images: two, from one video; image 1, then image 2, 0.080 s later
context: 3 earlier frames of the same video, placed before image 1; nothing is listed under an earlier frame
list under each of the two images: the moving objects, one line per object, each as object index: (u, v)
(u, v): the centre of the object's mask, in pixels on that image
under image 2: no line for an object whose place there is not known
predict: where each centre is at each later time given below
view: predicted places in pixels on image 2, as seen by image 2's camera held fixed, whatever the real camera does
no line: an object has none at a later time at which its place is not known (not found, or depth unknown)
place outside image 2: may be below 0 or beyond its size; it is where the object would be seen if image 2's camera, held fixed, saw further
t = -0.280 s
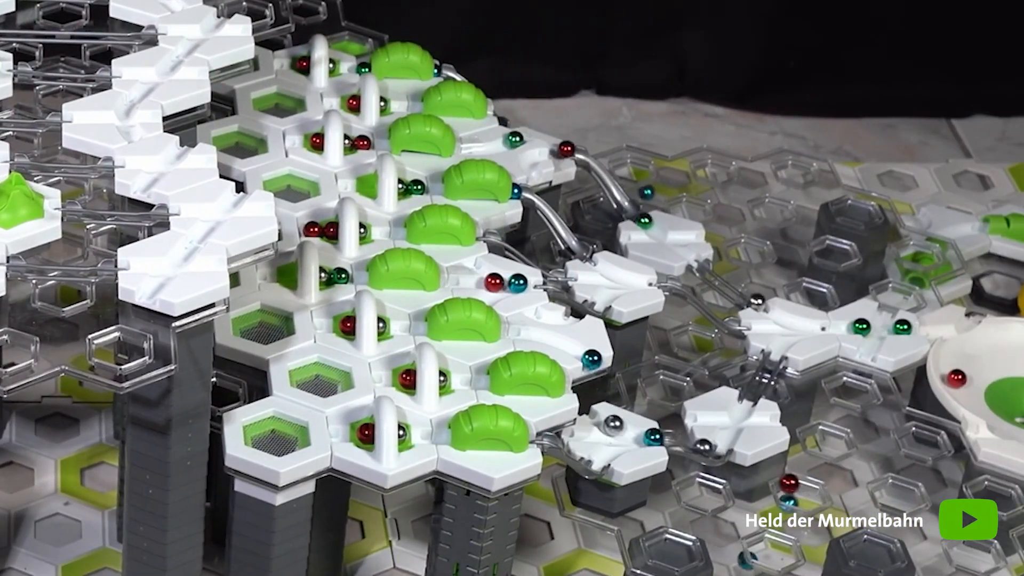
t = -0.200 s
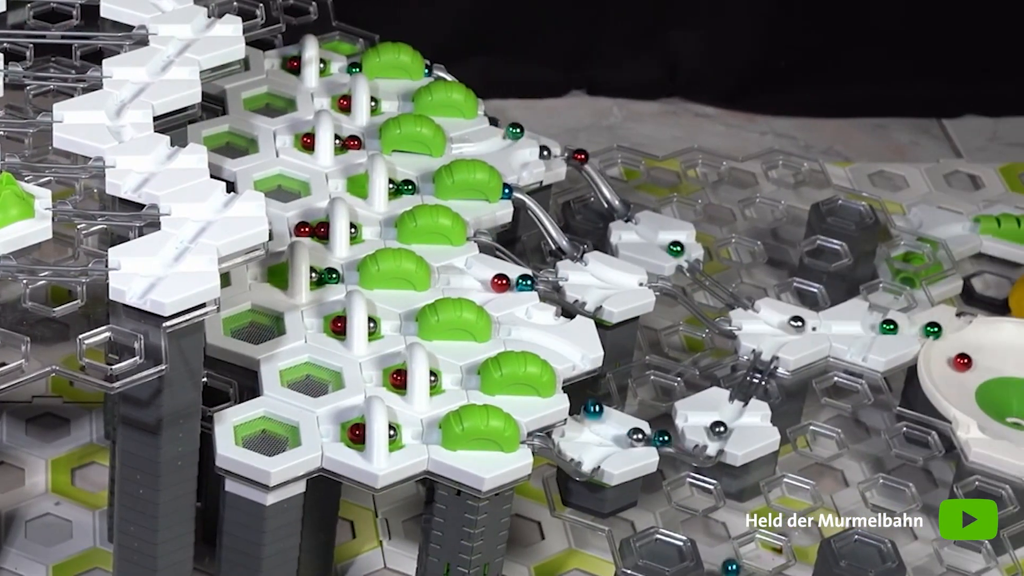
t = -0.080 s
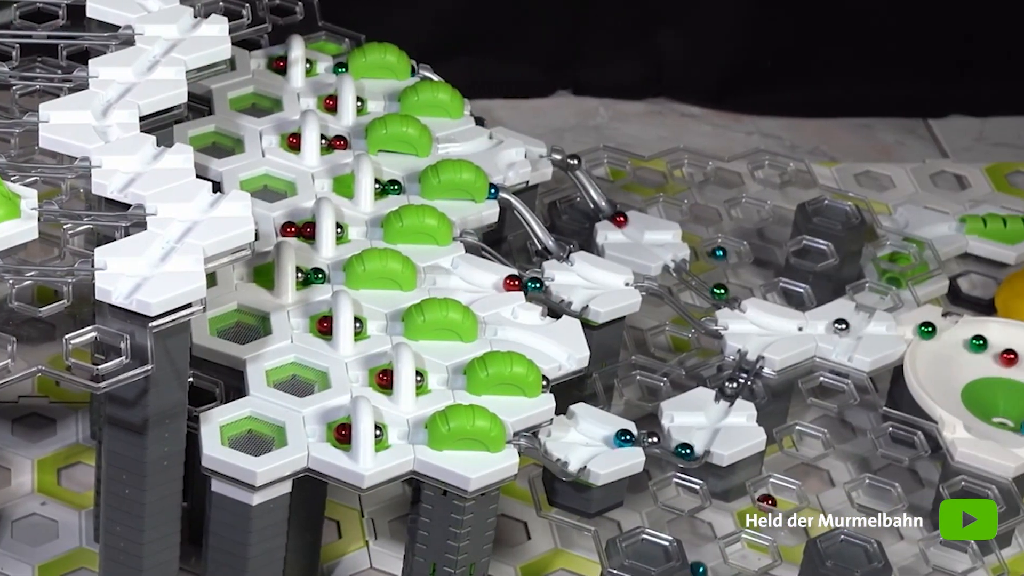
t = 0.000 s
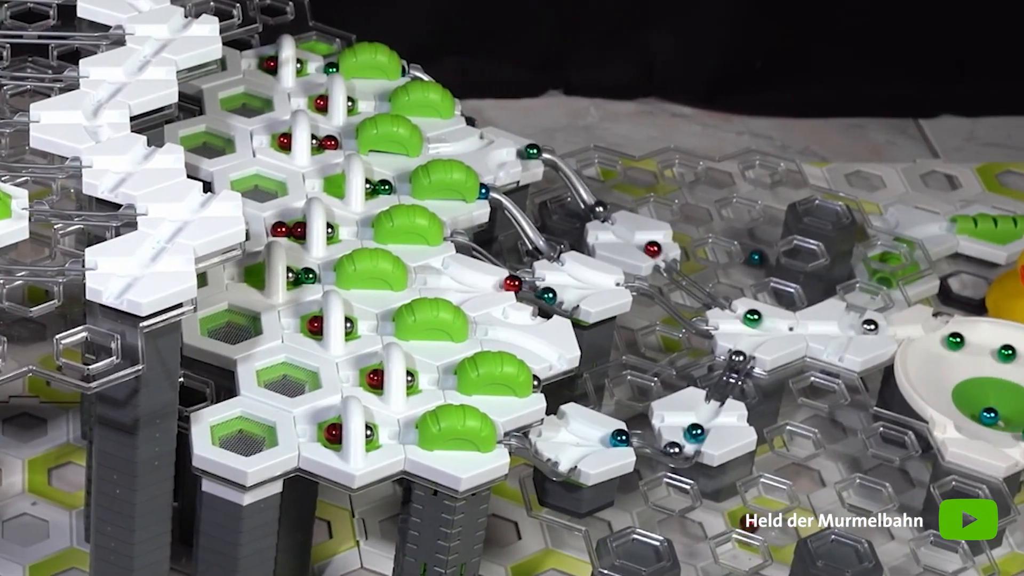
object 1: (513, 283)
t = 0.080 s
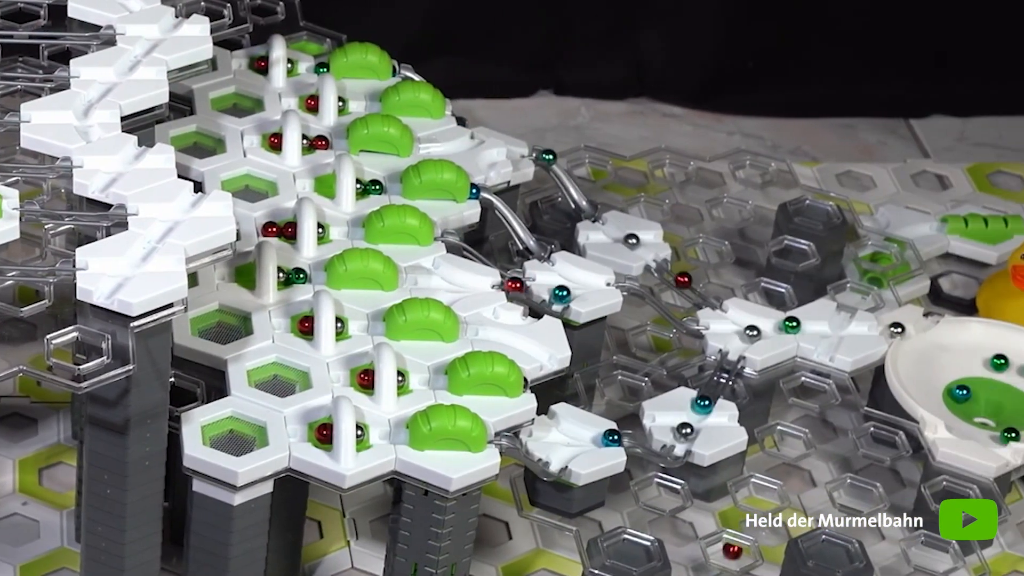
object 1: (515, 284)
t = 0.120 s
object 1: (522, 287)
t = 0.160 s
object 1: (533, 293)
